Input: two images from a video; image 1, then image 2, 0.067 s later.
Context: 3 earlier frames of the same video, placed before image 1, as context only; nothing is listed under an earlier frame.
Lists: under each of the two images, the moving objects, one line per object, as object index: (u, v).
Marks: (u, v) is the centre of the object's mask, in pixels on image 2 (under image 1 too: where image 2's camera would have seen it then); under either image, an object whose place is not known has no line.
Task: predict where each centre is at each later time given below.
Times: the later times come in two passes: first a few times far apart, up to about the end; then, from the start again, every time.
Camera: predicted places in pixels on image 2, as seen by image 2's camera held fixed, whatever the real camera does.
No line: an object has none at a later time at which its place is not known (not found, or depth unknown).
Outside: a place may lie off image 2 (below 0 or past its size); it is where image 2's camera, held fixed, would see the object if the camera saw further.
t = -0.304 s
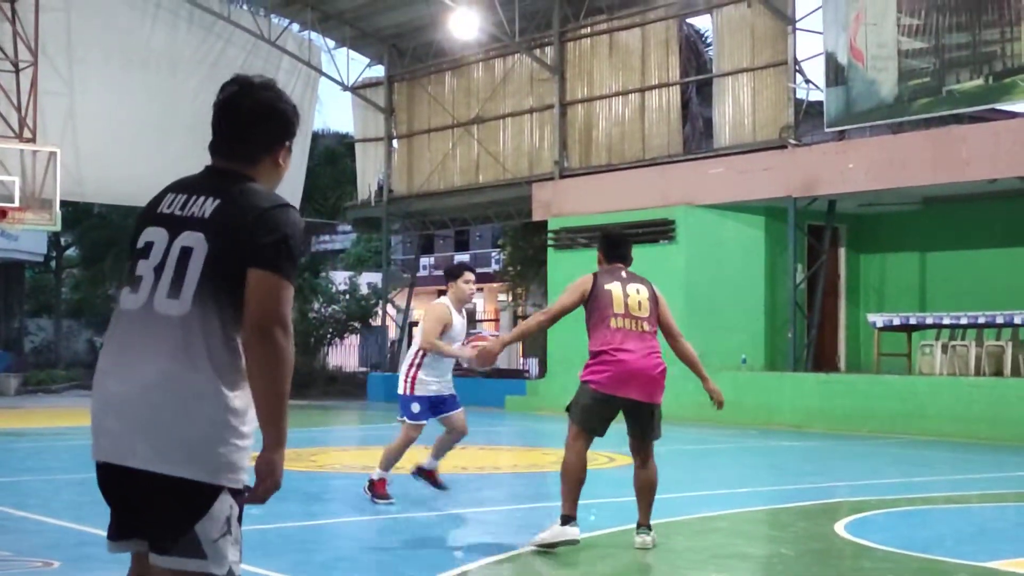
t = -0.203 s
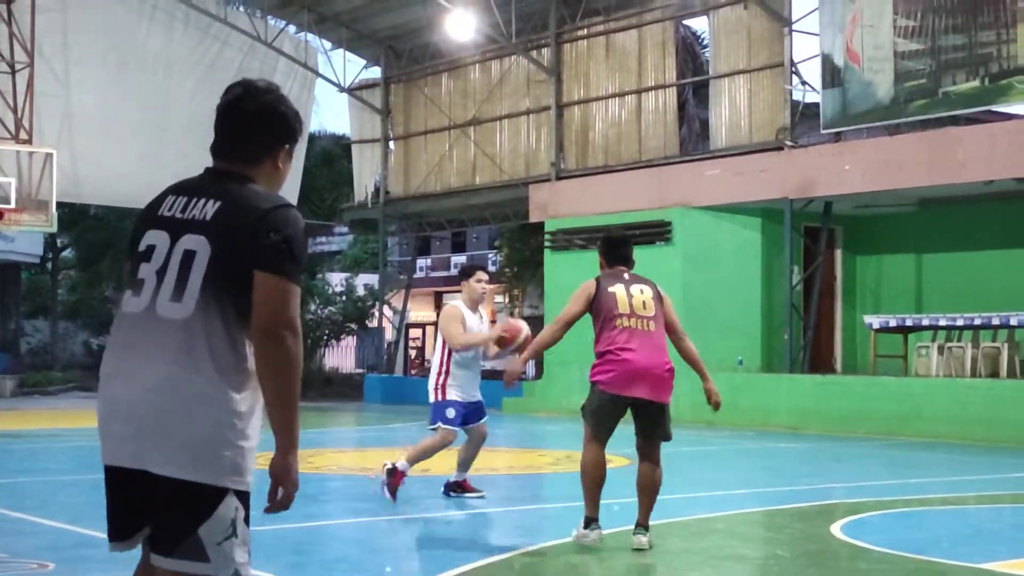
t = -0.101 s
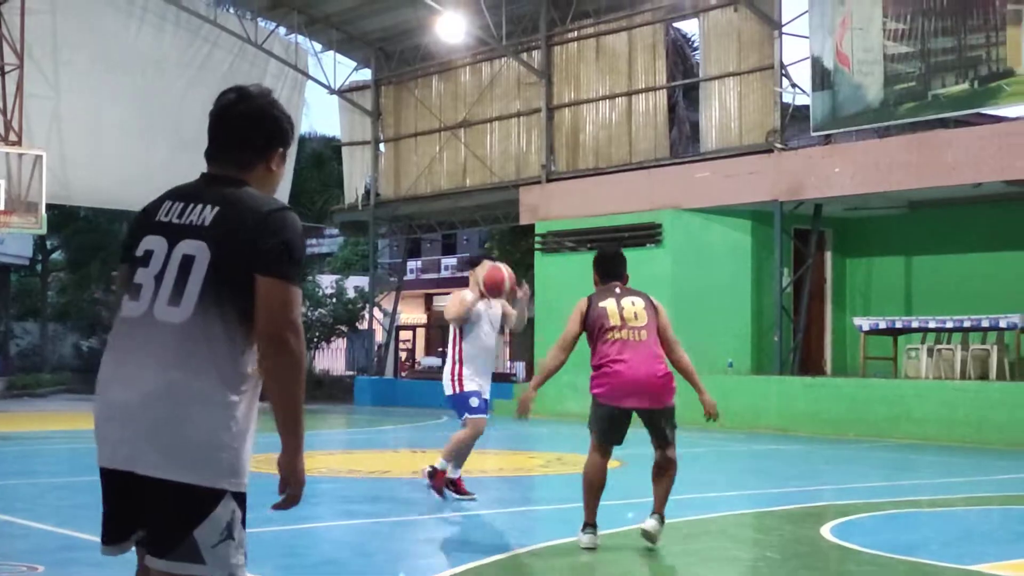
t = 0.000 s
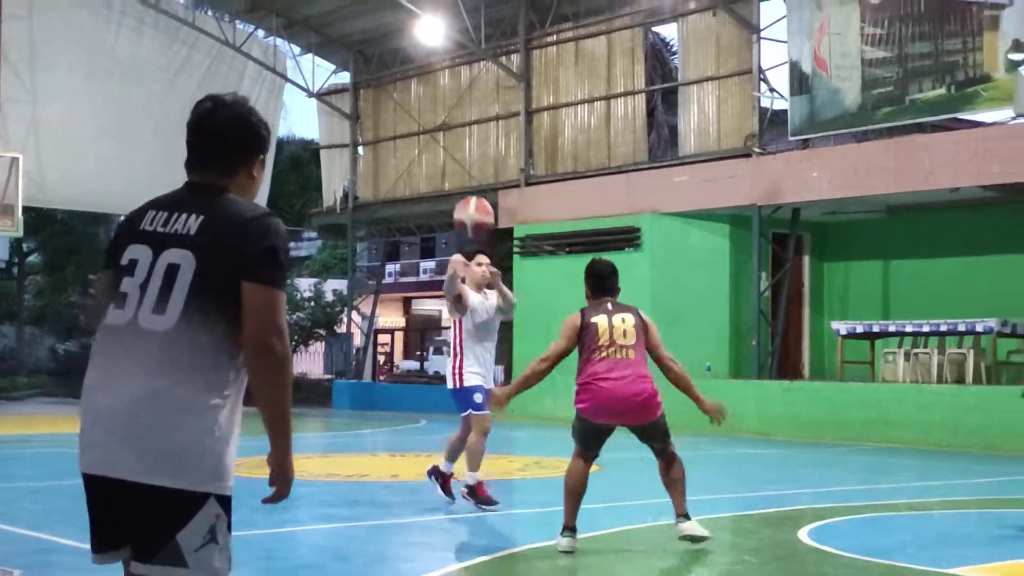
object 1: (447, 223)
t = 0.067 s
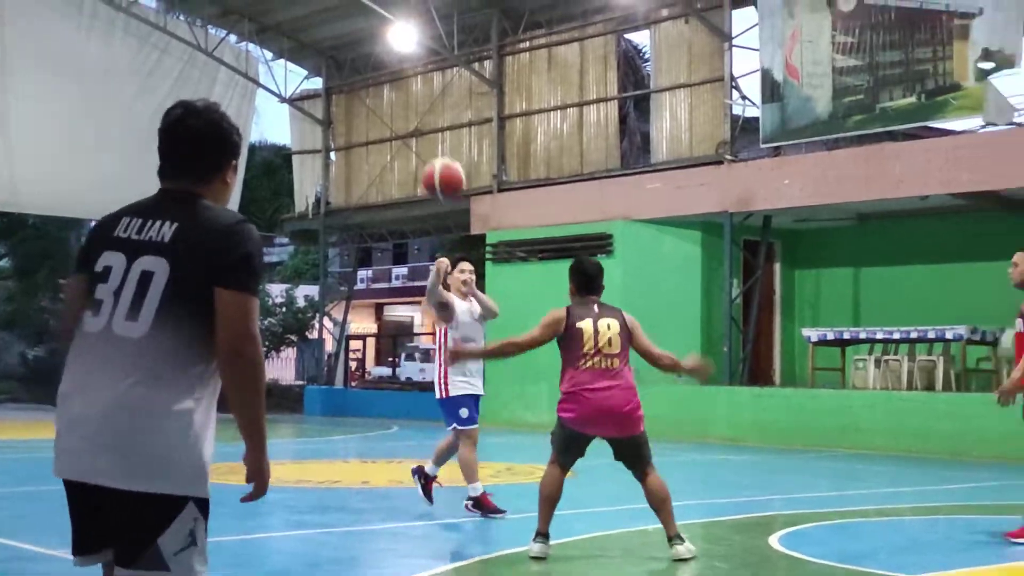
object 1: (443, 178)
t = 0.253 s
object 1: (434, 75)
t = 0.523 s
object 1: (417, -5)
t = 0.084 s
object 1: (443, 168)
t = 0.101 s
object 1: (441, 156)
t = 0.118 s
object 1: (441, 147)
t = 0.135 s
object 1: (440, 137)
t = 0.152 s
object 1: (439, 128)
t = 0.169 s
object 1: (439, 118)
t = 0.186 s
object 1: (437, 111)
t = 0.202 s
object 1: (437, 100)
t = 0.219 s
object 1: (437, 92)
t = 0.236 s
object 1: (435, 84)
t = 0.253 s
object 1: (434, 75)
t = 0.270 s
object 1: (434, 67)
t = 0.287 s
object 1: (435, 58)
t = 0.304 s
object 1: (438, 49)
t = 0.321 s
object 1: (438, 40)
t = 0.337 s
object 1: (437, 33)
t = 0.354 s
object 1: (434, 28)
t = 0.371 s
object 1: (432, 25)
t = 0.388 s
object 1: (432, 17)
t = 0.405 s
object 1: (430, 14)
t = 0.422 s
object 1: (428, 11)
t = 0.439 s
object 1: (426, 6)
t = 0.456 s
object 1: (423, 2)
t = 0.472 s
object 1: (421, 0)
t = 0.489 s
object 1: (420, -3)
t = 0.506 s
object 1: (418, -4)
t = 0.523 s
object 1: (417, -5)
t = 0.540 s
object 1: (417, -5)
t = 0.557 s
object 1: (416, -5)
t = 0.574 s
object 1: (414, -4)
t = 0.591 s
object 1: (413, -3)
